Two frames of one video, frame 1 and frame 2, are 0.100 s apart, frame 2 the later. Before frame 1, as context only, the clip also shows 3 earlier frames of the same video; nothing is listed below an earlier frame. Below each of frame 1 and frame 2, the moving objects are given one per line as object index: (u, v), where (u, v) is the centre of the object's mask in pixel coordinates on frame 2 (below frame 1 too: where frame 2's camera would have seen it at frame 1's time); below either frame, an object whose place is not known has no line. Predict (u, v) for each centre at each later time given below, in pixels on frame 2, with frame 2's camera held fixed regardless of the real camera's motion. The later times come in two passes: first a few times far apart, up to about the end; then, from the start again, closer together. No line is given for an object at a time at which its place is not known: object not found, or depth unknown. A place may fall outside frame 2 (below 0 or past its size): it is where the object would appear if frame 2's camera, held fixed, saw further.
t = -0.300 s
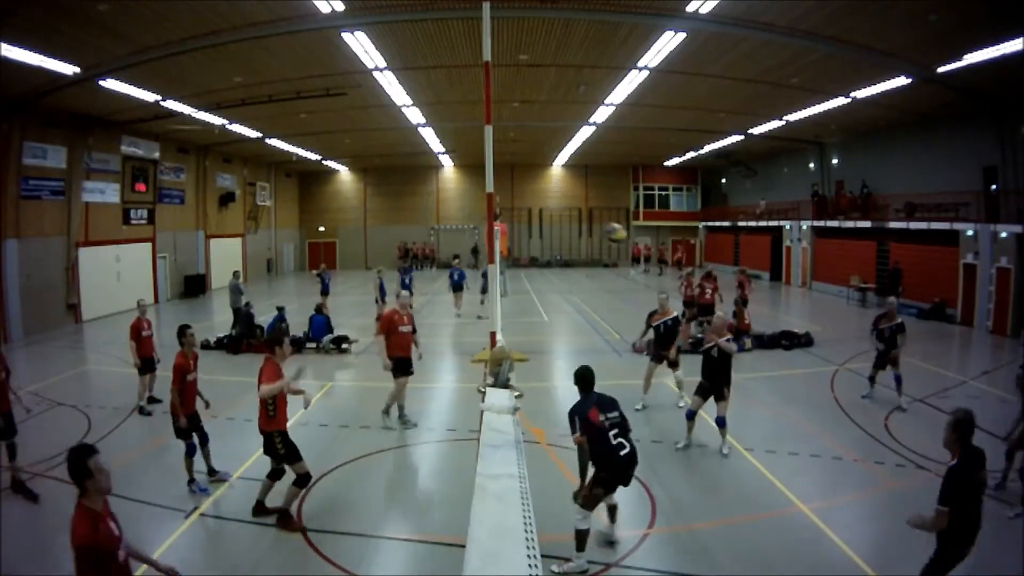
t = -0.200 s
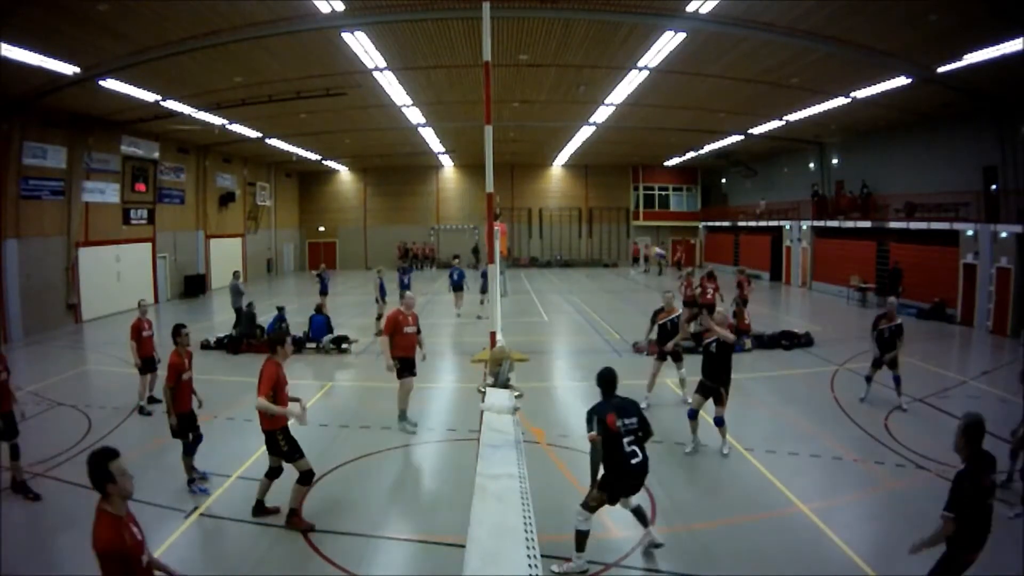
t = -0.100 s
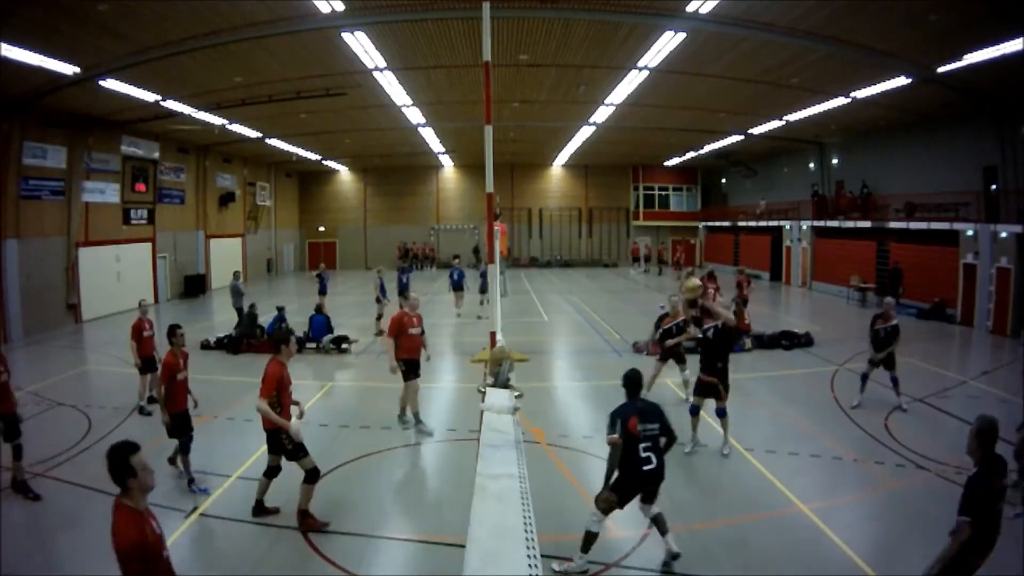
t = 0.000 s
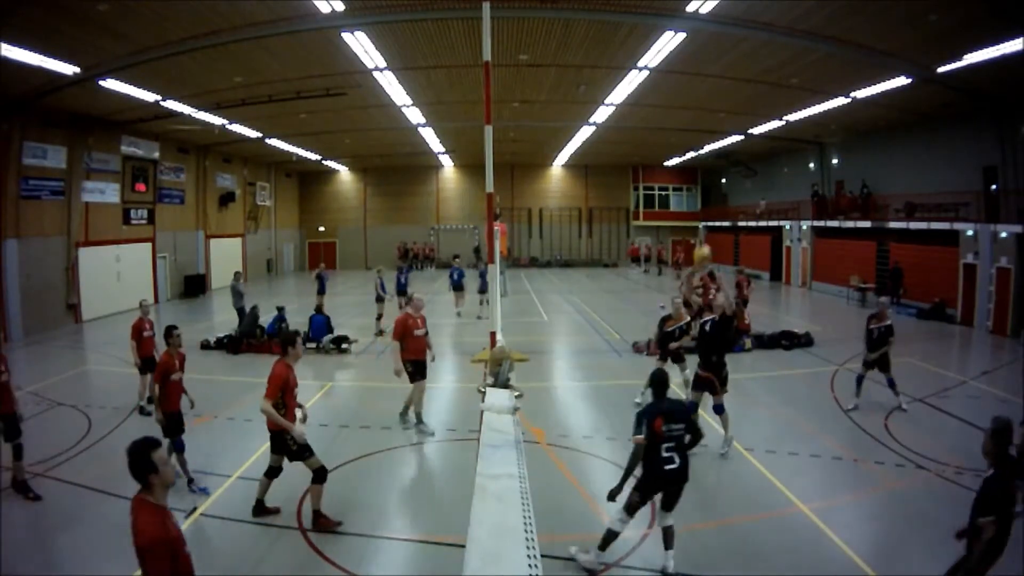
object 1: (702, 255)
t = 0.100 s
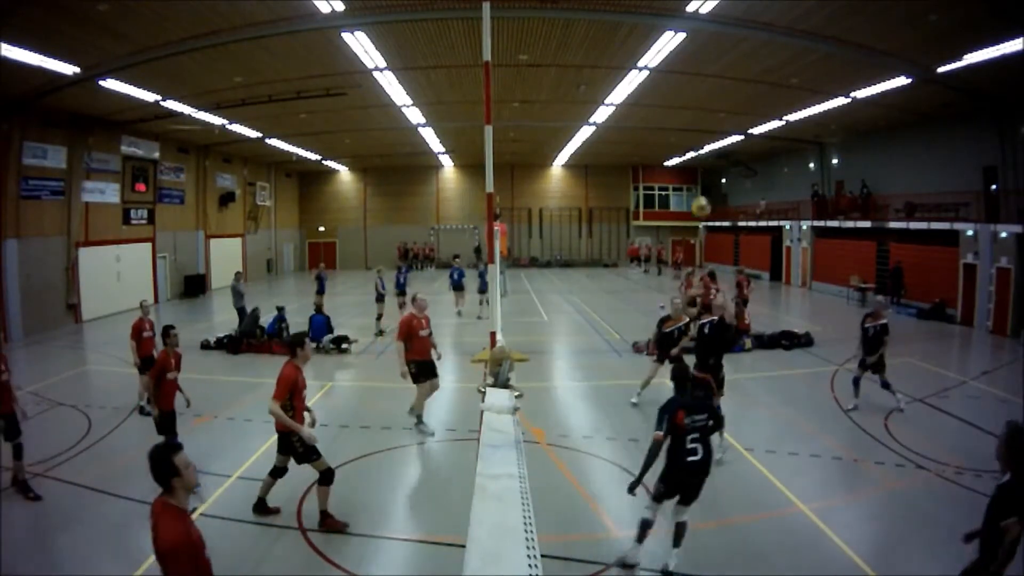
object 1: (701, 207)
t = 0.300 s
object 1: (694, 136)
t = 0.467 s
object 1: (688, 103)
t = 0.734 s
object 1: (681, 103)
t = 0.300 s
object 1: (694, 136)
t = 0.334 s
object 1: (693, 127)
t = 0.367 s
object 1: (693, 119)
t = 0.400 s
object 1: (691, 112)
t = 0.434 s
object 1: (690, 107)
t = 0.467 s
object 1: (688, 103)
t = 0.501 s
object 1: (687, 99)
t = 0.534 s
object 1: (686, 96)
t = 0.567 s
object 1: (685, 94)
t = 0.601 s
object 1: (684, 94)
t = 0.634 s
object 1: (684, 94)
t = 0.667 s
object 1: (683, 96)
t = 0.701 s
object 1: (682, 98)
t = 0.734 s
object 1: (681, 103)
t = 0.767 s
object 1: (679, 108)
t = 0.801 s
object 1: (679, 114)
